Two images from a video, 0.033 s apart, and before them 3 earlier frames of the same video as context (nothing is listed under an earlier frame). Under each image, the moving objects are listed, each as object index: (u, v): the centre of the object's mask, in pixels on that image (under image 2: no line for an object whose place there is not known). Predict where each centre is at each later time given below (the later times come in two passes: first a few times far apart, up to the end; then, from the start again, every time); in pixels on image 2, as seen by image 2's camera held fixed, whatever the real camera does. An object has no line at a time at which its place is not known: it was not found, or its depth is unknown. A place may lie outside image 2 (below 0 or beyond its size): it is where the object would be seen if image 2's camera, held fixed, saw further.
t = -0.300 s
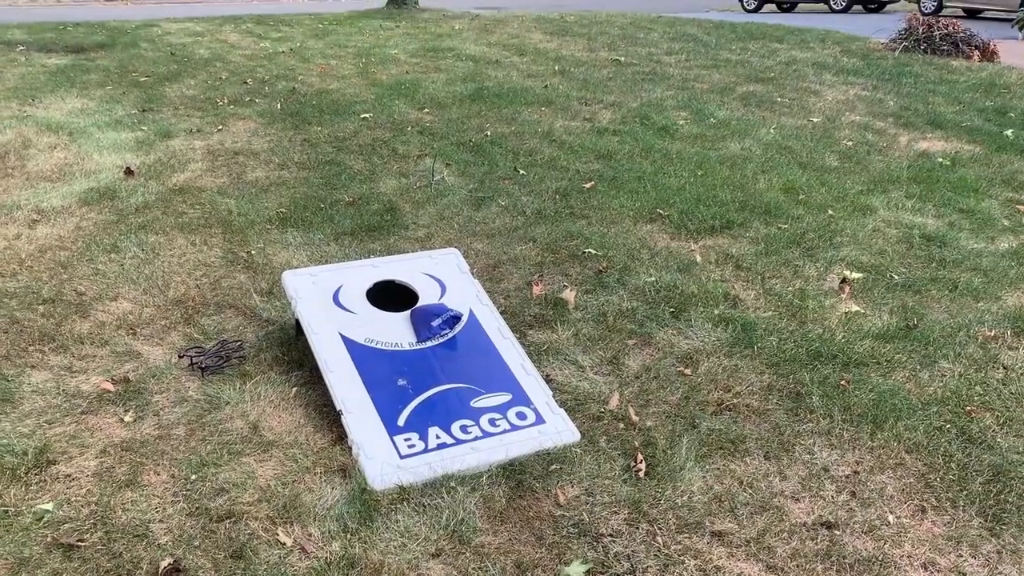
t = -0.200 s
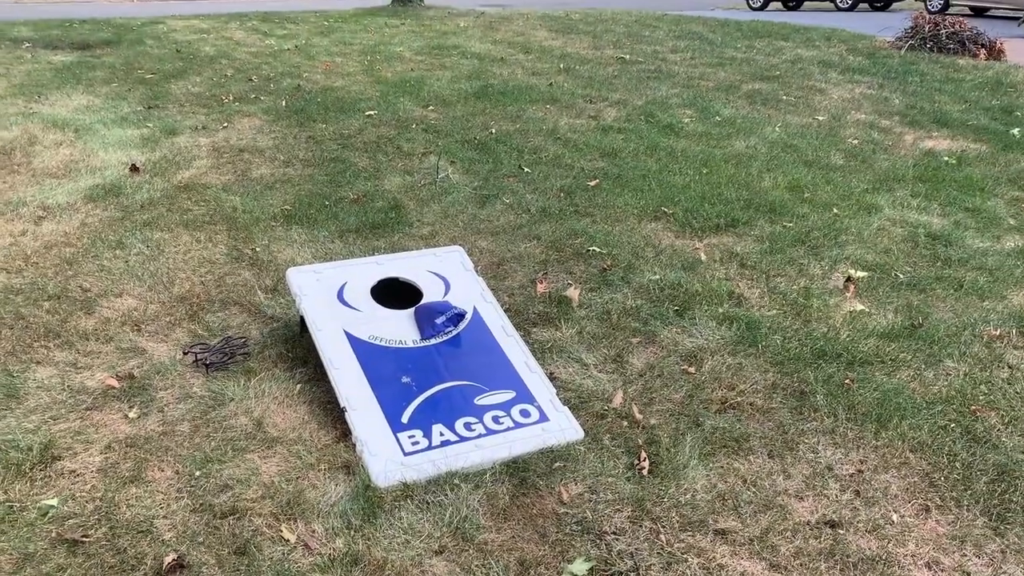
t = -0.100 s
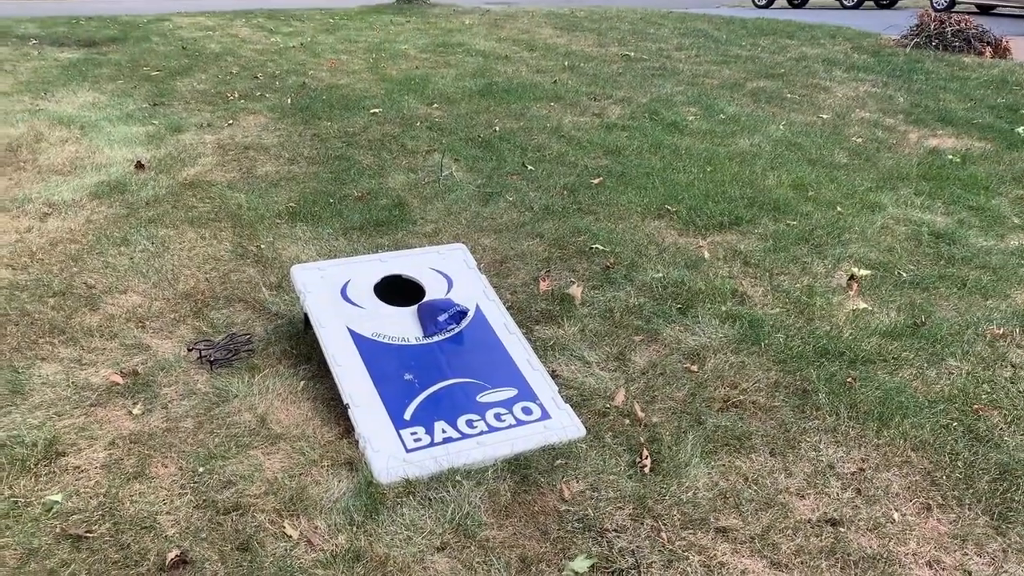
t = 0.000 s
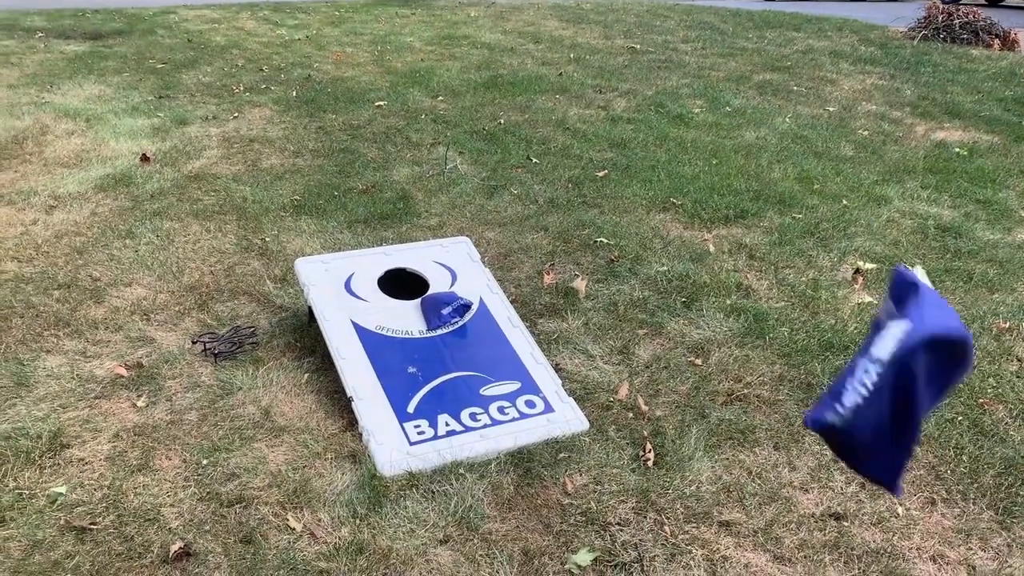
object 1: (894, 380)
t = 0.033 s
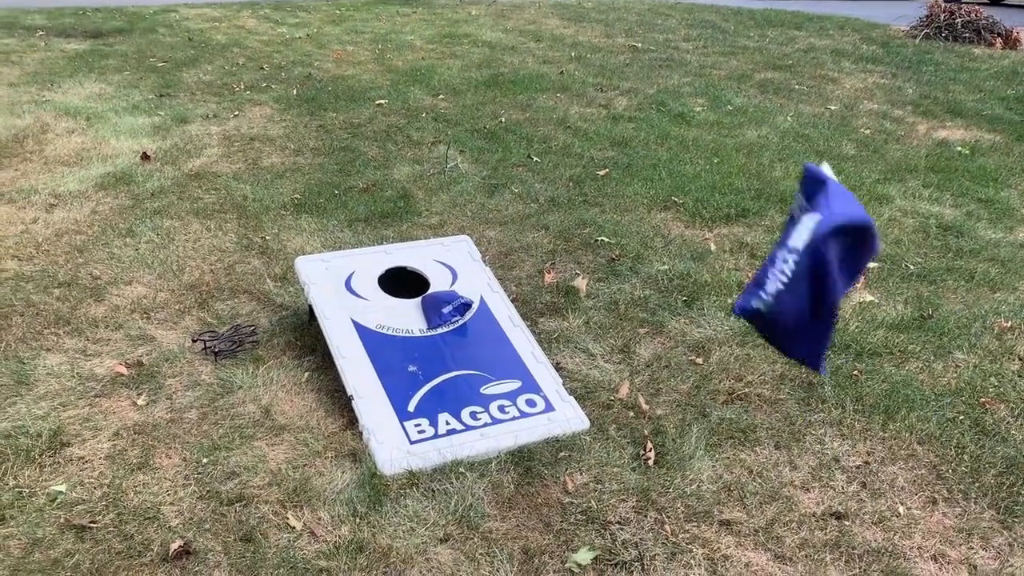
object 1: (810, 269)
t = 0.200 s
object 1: (567, 80)
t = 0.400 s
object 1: (450, 170)
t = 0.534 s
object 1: (414, 275)
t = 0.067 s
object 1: (741, 192)
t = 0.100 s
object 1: (685, 140)
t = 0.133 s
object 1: (638, 106)
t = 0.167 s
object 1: (600, 87)
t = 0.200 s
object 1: (567, 80)
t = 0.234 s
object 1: (539, 82)
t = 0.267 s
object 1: (516, 91)
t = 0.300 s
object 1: (495, 105)
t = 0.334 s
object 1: (478, 123)
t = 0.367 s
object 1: (463, 146)
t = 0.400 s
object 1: (450, 170)
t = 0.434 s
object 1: (440, 194)
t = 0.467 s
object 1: (430, 220)
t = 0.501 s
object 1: (422, 247)
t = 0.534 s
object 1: (414, 275)
